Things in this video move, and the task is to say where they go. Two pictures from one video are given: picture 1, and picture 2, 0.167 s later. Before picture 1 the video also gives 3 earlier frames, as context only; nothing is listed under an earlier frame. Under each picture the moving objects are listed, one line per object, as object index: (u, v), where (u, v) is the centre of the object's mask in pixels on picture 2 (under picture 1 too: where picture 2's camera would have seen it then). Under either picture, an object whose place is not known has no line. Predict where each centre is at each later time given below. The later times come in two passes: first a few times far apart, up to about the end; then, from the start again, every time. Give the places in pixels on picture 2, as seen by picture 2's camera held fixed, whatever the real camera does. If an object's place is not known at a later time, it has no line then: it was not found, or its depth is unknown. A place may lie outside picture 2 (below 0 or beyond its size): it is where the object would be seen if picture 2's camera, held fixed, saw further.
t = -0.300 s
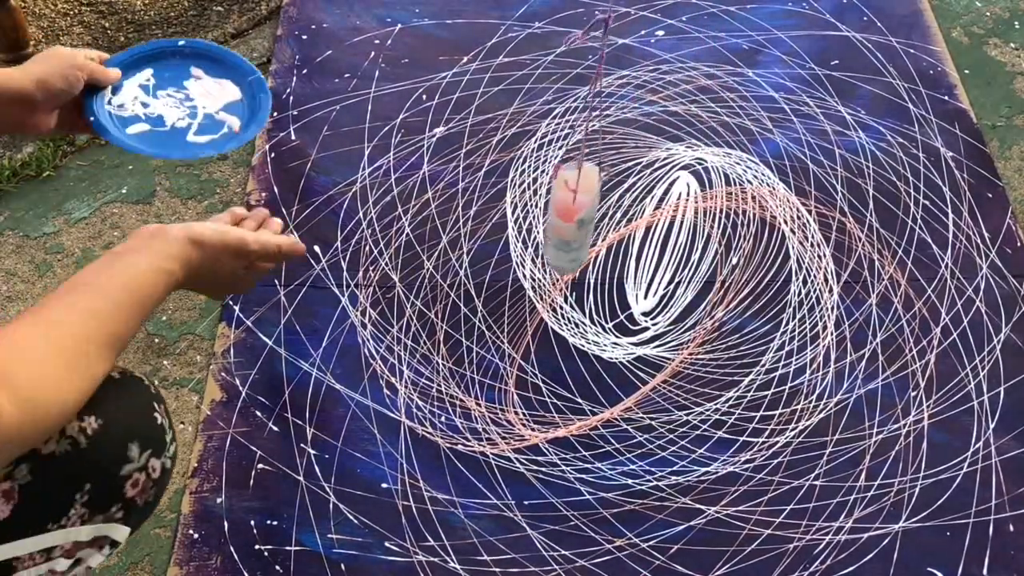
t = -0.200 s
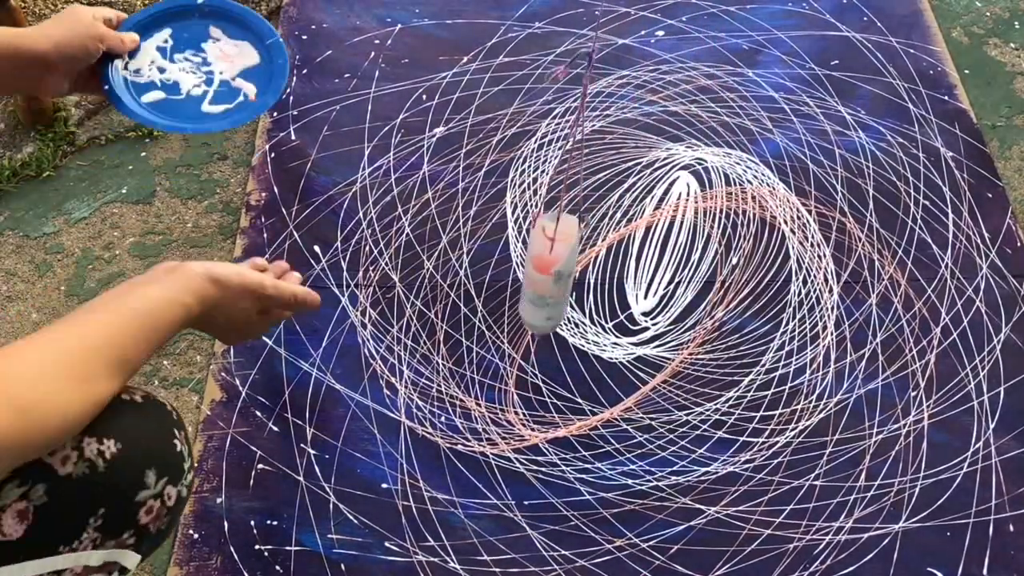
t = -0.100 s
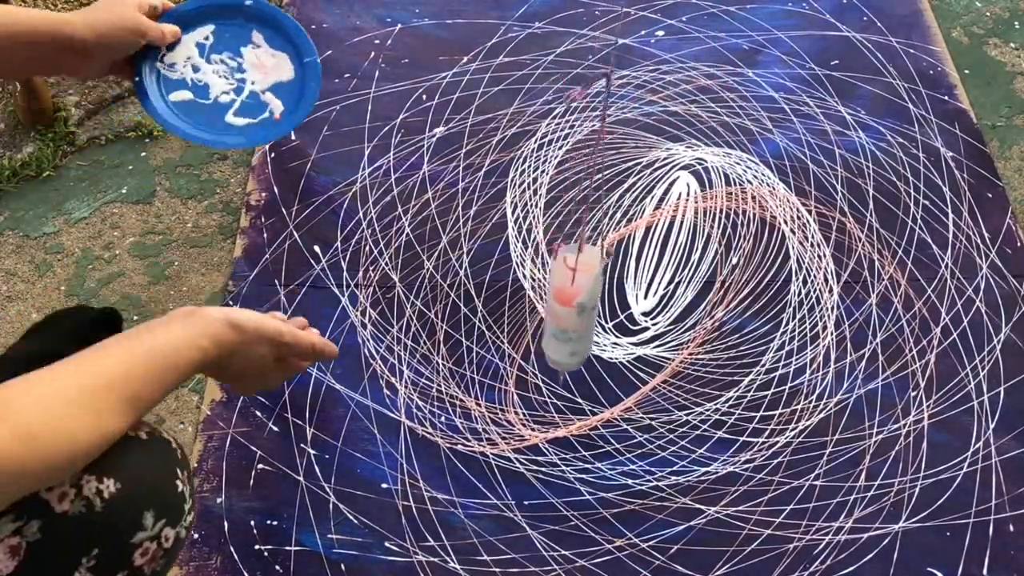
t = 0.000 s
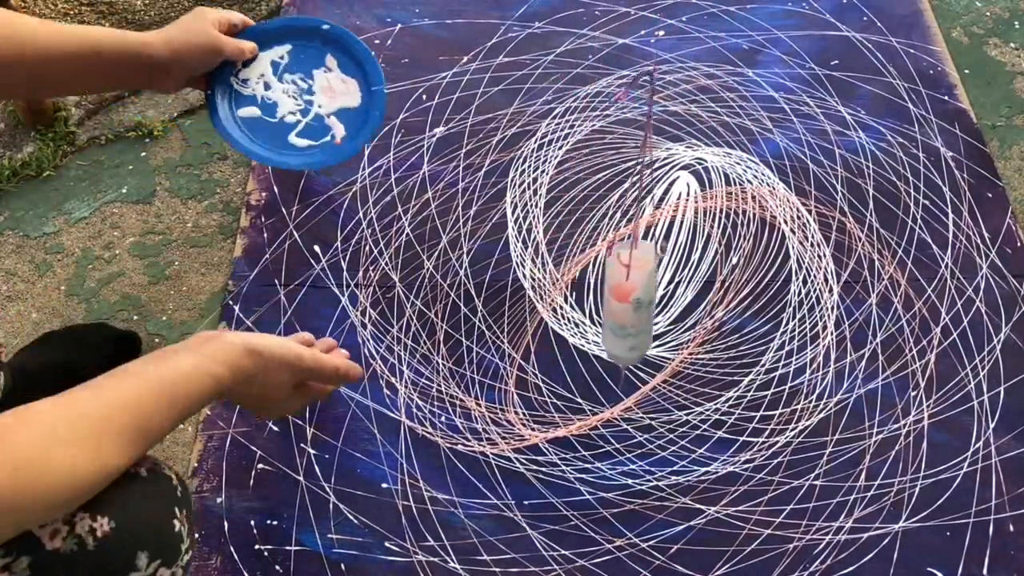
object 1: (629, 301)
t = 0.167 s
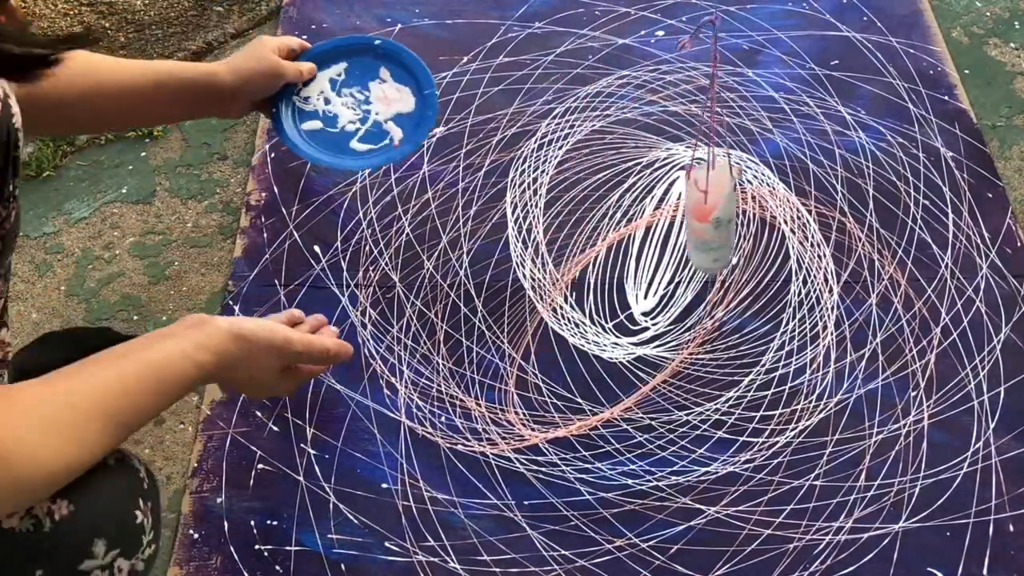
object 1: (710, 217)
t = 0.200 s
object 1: (715, 195)
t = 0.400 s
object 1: (660, 148)
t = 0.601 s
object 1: (562, 237)
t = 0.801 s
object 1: (596, 306)
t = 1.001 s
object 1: (702, 233)
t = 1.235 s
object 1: (672, 146)
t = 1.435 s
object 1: (573, 219)
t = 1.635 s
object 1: (587, 301)
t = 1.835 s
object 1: (695, 249)
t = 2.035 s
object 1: (698, 153)
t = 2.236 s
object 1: (600, 188)
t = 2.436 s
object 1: (569, 285)
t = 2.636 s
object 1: (665, 277)
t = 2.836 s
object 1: (710, 173)
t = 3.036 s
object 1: (632, 164)
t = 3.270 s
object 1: (567, 275)
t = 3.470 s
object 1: (650, 289)
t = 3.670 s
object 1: (709, 188)
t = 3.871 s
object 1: (643, 159)
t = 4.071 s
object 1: (565, 246)
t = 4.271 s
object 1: (614, 298)
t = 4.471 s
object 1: (700, 221)
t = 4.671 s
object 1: (665, 154)
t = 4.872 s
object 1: (574, 213)
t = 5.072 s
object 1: (585, 290)
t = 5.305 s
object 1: (693, 236)
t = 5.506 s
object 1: (674, 160)
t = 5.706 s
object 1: (583, 201)
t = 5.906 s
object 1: (579, 280)
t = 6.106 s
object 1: (672, 260)
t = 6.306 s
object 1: (692, 174)
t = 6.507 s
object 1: (611, 177)
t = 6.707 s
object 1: (568, 256)
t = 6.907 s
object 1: (643, 270)
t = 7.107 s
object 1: (698, 195)
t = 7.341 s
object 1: (625, 176)
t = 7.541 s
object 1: (568, 246)
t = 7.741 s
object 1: (629, 273)
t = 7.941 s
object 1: (698, 204)
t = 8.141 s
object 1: (657, 168)
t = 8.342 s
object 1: (581, 224)
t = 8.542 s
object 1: (604, 274)
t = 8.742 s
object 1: (688, 232)
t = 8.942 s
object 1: (681, 175)
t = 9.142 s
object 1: (602, 201)
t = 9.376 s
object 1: (597, 267)
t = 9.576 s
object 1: (677, 244)
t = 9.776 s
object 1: (685, 187)
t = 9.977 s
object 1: (613, 196)
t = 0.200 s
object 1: (715, 195)
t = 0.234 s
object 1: (715, 179)
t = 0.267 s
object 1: (711, 165)
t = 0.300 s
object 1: (703, 154)
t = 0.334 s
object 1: (691, 147)
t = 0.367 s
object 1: (676, 145)
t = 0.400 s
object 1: (660, 148)
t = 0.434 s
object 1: (641, 156)
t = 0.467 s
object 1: (622, 166)
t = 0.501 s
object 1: (603, 182)
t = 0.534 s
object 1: (586, 201)
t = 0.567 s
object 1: (572, 217)
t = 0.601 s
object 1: (562, 237)
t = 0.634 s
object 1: (555, 255)
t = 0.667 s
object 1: (554, 271)
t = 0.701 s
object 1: (557, 285)
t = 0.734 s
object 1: (566, 296)
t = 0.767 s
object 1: (578, 304)
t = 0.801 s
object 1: (596, 306)
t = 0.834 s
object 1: (615, 303)
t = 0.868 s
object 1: (635, 296)
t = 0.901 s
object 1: (655, 285)
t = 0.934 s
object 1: (674, 270)
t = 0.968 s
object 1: (690, 252)
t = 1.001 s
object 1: (702, 233)
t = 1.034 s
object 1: (710, 211)
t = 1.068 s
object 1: (713, 194)
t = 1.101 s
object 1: (713, 176)
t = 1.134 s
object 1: (708, 163)
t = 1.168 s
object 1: (699, 152)
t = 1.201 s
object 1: (687, 147)
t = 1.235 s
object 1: (672, 146)
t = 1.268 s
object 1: (655, 149)
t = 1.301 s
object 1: (637, 158)
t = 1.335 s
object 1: (618, 170)
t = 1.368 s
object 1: (601, 185)
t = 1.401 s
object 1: (585, 201)
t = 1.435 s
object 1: (573, 219)
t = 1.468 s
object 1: (564, 238)
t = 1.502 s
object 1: (559, 256)
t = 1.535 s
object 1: (558, 271)
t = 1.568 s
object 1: (563, 284)
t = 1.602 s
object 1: (573, 294)
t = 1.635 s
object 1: (587, 301)
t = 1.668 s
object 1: (604, 303)
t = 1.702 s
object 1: (623, 300)
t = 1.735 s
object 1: (643, 293)
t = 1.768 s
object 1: (662, 282)
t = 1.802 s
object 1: (680, 267)
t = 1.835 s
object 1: (695, 249)
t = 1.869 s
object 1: (705, 230)
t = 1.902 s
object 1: (713, 210)
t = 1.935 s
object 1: (715, 191)
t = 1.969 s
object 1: (714, 175)
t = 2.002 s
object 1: (708, 162)
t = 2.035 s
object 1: (698, 153)
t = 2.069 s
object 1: (685, 148)
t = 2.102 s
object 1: (670, 148)
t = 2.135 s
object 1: (653, 153)
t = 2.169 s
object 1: (635, 161)
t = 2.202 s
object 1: (617, 173)
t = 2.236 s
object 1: (600, 188)
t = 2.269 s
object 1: (585, 204)
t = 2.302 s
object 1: (574, 223)
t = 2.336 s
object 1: (566, 240)
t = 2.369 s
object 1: (562, 257)
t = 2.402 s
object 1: (563, 272)
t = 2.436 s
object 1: (569, 285)
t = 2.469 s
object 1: (579, 295)
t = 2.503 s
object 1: (593, 300)
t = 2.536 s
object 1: (610, 301)
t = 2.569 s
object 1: (629, 295)
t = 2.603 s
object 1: (647, 289)
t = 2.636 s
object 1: (665, 277)
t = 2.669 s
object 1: (682, 262)
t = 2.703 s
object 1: (695, 243)
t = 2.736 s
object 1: (705, 225)
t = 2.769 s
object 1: (711, 206)
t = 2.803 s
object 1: (712, 188)
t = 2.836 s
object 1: (710, 173)
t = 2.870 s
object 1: (703, 161)
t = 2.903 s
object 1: (693, 153)
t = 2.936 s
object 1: (680, 150)
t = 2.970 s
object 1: (665, 150)
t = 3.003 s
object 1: (649, 155)
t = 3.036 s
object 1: (632, 164)
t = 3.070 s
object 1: (615, 177)
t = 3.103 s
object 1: (599, 192)
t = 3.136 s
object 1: (585, 209)
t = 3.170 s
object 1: (575, 226)
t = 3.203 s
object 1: (568, 244)
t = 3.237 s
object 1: (565, 260)
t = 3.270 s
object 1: (567, 275)
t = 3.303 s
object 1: (573, 287)
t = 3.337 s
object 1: (583, 296)
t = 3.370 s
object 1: (598, 300)
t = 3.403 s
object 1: (614, 299)
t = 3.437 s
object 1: (632, 295)
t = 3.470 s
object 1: (650, 289)
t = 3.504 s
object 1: (667, 276)
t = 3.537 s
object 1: (683, 258)
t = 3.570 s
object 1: (695, 242)
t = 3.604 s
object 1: (704, 223)
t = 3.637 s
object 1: (709, 204)
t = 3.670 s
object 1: (709, 188)
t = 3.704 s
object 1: (706, 173)
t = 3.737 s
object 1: (699, 162)
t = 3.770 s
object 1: (689, 154)
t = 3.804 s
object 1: (675, 151)
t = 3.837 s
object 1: (660, 153)
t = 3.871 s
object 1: (643, 159)
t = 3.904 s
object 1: (626, 168)
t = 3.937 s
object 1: (609, 180)
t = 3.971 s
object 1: (594, 195)
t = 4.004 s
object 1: (581, 211)
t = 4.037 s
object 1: (571, 229)
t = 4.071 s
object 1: (565, 246)
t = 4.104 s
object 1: (563, 261)
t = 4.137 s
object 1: (565, 275)
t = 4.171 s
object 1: (572, 286)
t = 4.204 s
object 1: (583, 294)
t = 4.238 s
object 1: (598, 298)
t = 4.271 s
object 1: (614, 298)
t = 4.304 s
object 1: (633, 293)
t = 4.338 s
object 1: (650, 284)
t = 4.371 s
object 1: (667, 272)
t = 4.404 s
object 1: (682, 256)
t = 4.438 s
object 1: (692, 239)
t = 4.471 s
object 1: (700, 221)
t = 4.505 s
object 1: (703, 204)
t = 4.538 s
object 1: (703, 188)
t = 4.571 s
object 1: (698, 174)
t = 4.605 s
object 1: (690, 162)
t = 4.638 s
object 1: (679, 157)
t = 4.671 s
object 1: (665, 154)
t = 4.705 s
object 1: (649, 155)
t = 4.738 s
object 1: (633, 161)
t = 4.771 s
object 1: (616, 171)
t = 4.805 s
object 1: (600, 183)
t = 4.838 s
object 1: (586, 198)
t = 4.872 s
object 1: (574, 213)
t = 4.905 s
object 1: (566, 230)
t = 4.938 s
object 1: (561, 247)
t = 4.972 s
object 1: (560, 261)
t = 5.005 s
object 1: (564, 274)
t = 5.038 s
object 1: (572, 284)
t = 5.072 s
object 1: (585, 290)
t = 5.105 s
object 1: (600, 293)
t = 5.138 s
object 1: (617, 293)
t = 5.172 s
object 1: (636, 287)
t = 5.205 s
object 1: (653, 280)
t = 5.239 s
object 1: (669, 268)
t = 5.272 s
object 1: (683, 252)
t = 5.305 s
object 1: (693, 236)
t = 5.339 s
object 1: (699, 219)
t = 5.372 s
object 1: (702, 203)
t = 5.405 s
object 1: (700, 188)
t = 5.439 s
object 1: (695, 176)
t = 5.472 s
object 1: (686, 166)
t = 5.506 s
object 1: (674, 160)
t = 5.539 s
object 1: (660, 159)
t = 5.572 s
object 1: (644, 161)
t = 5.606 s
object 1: (628, 167)
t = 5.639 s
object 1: (612, 175)
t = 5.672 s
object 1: (597, 187)
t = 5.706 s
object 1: (583, 201)
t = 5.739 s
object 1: (573, 215)
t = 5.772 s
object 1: (566, 231)
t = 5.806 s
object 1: (563, 246)
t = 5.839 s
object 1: (564, 259)
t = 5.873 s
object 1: (569, 271)
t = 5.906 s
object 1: (579, 280)
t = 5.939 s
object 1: (592, 287)
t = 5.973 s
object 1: (607, 288)
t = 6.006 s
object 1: (624, 288)
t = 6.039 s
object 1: (641, 282)
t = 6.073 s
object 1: (657, 274)
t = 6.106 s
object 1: (672, 260)
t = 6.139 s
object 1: (685, 248)
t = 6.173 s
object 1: (693, 229)
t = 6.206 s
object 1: (699, 214)
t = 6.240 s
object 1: (700, 199)
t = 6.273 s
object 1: (698, 185)
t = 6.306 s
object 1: (692, 174)
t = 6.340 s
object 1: (683, 165)
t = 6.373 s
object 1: (671, 159)
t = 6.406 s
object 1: (657, 158)
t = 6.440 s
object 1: (642, 161)
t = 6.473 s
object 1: (626, 167)
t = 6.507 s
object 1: (611, 177)
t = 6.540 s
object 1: (597, 188)
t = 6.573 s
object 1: (584, 201)
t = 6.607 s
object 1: (575, 215)
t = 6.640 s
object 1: (569, 230)
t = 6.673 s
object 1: (567, 244)
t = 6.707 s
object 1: (568, 256)
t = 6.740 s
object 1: (574, 266)
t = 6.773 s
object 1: (583, 274)
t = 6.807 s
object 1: (596, 278)
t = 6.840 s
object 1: (611, 278)
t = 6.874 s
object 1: (627, 276)
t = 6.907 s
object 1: (643, 270)
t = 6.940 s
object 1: (659, 262)
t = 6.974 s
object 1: (673, 250)
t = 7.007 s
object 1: (684, 236)
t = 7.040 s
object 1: (692, 222)
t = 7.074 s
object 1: (698, 209)
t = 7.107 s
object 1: (698, 195)
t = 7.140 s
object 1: (696, 185)
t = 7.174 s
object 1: (690, 175)
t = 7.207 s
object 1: (680, 169)
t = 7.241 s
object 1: (669, 165)
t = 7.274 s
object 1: (655, 165)
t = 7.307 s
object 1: (640, 171)
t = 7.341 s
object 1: (625, 176)
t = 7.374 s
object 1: (610, 186)
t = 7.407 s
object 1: (595, 198)
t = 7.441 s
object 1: (584, 209)
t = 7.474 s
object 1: (575, 222)
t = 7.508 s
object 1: (569, 235)
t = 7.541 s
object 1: (568, 246)
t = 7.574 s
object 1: (570, 257)
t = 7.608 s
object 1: (575, 266)
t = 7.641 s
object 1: (585, 272)
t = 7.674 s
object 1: (598, 276)
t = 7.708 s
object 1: (613, 276)
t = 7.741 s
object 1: (629, 273)
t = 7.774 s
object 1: (645, 266)
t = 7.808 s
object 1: (660, 256)
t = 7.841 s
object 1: (674, 242)
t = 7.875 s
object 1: (685, 231)
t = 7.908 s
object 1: (693, 218)
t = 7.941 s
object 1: (698, 204)
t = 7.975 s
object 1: (699, 192)
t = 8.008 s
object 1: (696, 181)
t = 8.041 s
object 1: (690, 173)
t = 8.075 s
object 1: (681, 169)
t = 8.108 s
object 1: (670, 166)
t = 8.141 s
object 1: (657, 168)
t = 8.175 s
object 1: (642, 172)
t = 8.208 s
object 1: (627, 180)
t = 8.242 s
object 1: (613, 189)
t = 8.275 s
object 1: (600, 199)
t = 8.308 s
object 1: (589, 211)
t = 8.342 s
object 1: (581, 224)
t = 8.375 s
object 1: (576, 236)
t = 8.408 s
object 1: (574, 247)
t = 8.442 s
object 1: (577, 257)
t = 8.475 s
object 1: (583, 265)
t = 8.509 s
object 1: (592, 271)
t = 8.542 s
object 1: (604, 274)
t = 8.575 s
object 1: (618, 274)
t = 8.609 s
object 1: (634, 271)
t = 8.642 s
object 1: (649, 265)
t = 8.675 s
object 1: (664, 256)
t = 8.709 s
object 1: (677, 245)
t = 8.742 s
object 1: (688, 232)
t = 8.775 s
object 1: (695, 220)
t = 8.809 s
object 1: (699, 208)
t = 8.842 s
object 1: (699, 197)
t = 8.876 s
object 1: (696, 187)
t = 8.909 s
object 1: (690, 179)
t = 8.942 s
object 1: (681, 175)
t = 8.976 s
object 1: (669, 173)
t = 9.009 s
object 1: (656, 173)
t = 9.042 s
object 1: (642, 177)
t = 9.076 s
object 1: (628, 183)
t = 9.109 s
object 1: (614, 191)
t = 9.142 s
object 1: (602, 201)
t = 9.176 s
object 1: (592, 212)
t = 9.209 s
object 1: (585, 223)
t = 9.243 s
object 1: (581, 234)
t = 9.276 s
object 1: (580, 244)
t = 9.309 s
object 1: (582, 253)
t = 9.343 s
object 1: (588, 261)
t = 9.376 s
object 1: (597, 267)
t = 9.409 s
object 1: (610, 269)
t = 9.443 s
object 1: (623, 270)
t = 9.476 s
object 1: (637, 268)
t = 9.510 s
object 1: (652, 262)
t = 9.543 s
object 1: (665, 254)
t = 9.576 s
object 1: (677, 244)
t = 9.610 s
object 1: (686, 234)
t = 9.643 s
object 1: (692, 223)
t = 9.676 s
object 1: (695, 212)
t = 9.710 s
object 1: (695, 202)
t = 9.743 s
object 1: (692, 193)
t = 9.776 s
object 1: (685, 187)
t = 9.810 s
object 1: (676, 182)
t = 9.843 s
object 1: (665, 181)
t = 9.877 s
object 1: (653, 181)
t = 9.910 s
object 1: (639, 184)
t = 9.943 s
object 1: (626, 189)
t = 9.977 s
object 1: (613, 196)
